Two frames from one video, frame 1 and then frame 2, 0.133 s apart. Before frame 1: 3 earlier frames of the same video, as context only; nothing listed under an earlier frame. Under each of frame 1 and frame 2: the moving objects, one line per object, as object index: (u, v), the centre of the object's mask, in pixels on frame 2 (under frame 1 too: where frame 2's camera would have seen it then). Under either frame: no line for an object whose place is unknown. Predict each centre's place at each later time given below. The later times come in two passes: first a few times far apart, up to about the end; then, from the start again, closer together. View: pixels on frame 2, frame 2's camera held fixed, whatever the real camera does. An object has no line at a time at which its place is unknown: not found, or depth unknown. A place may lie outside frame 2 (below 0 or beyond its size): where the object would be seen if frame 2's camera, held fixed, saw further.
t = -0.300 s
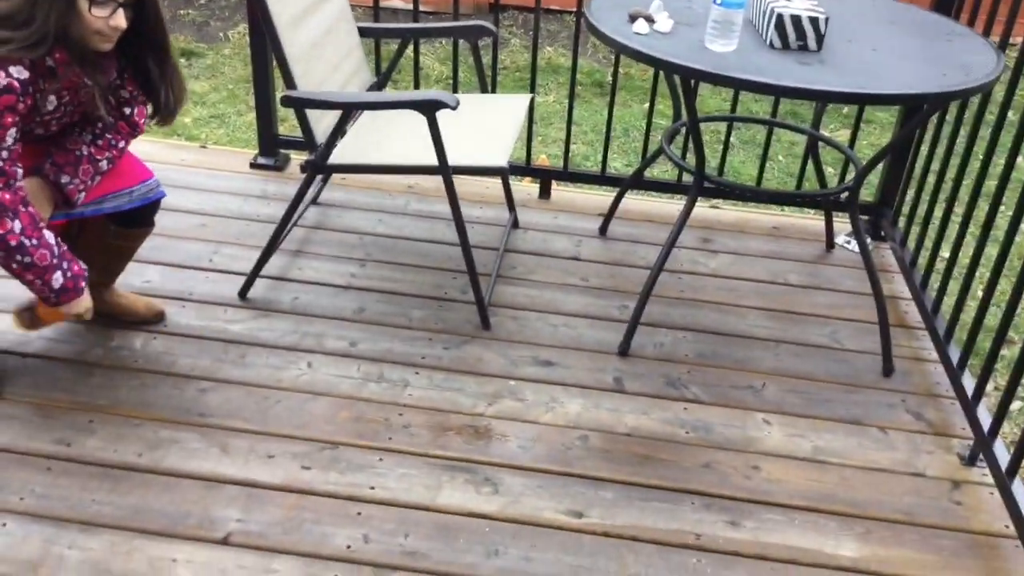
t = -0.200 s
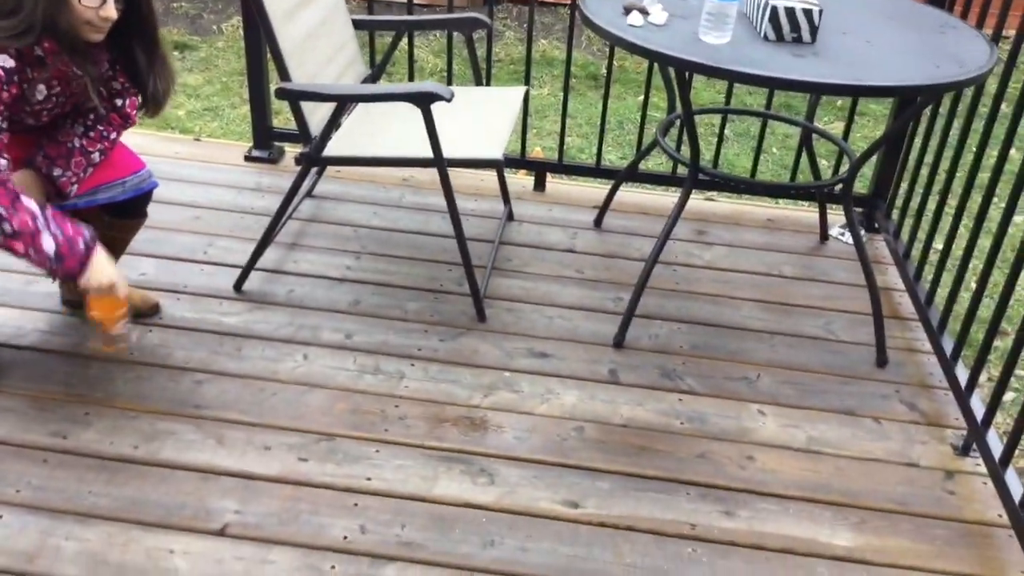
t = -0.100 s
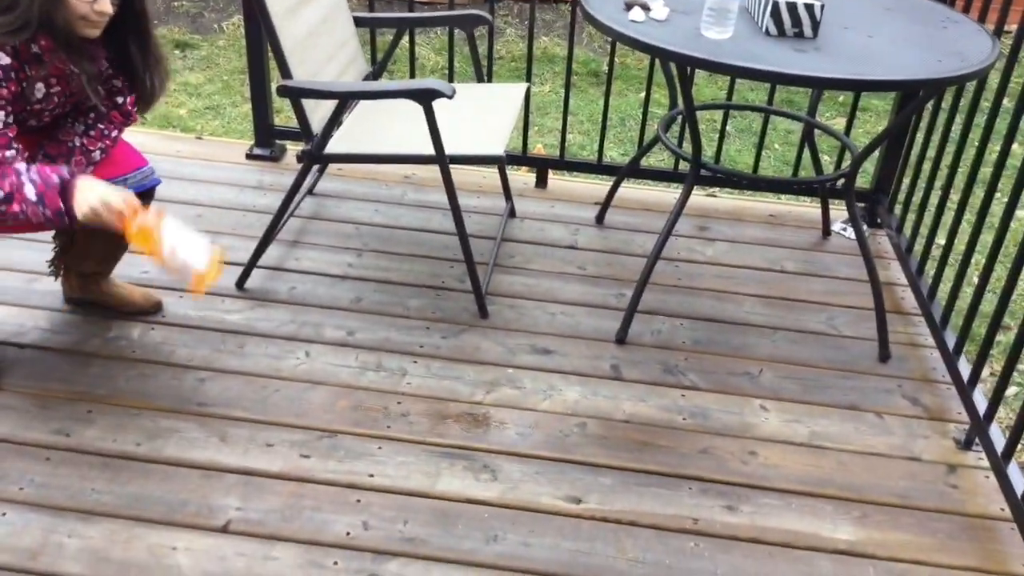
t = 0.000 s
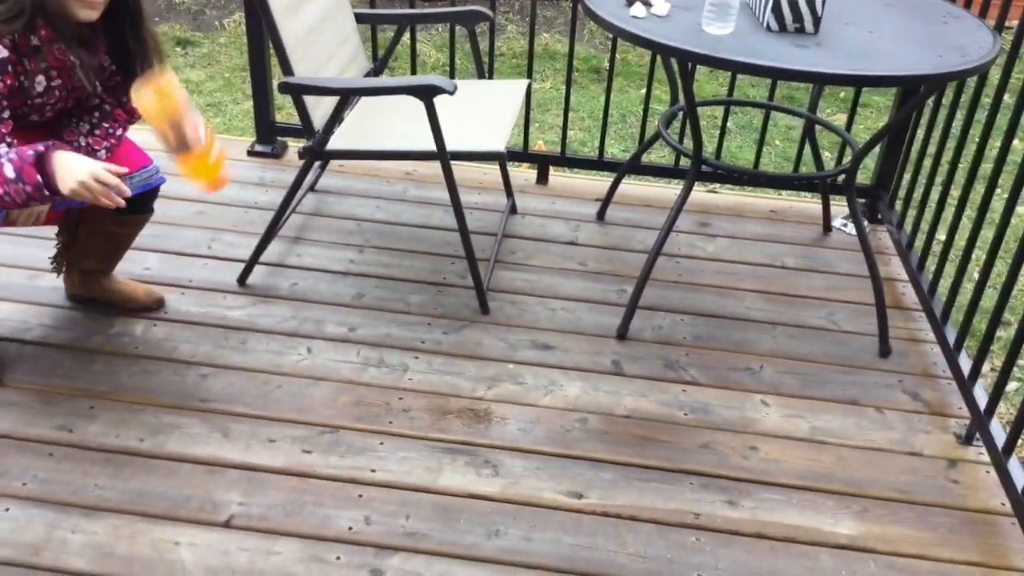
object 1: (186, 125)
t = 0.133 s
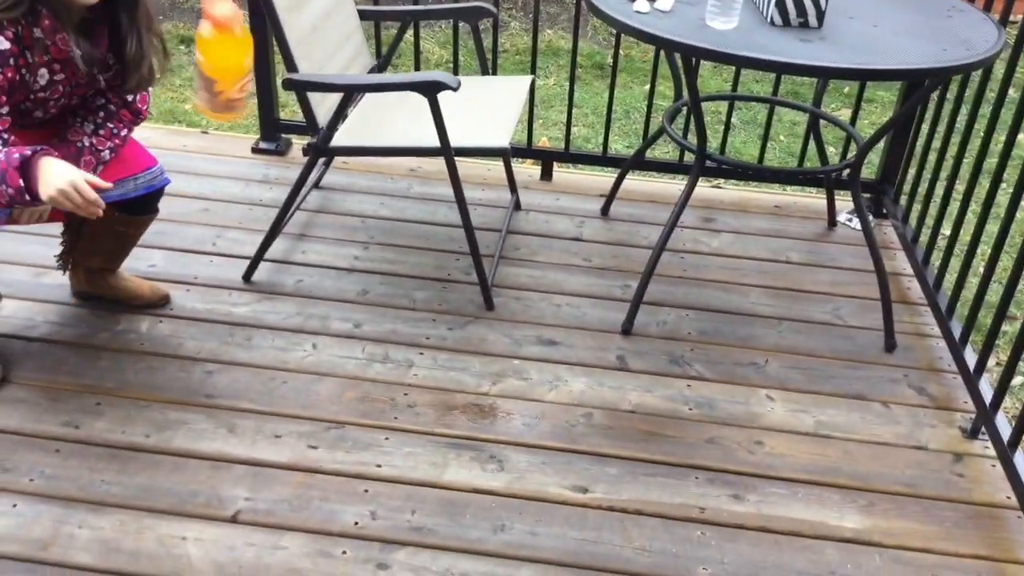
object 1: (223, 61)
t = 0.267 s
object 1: (283, 113)
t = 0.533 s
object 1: (403, 508)
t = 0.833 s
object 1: (487, 686)
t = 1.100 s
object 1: (519, 742)
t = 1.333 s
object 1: (535, 781)
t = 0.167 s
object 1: (236, 65)
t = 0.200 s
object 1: (248, 72)
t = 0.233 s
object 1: (264, 89)
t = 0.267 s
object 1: (283, 113)
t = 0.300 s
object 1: (299, 139)
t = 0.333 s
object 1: (310, 177)
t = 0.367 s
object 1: (325, 225)
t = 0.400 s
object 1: (343, 276)
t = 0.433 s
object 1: (359, 330)
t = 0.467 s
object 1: (374, 386)
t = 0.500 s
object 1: (395, 445)
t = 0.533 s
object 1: (403, 508)
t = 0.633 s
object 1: (425, 629)
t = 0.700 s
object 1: (453, 638)
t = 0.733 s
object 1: (468, 648)
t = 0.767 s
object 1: (477, 657)
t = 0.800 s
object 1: (483, 670)
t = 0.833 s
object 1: (487, 686)
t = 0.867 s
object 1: (491, 701)
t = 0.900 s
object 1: (492, 703)
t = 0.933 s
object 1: (500, 711)
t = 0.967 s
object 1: (508, 718)
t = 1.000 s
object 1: (511, 722)
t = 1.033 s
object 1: (514, 730)
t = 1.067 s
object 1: (515, 734)
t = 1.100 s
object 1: (519, 742)
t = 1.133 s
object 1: (523, 749)
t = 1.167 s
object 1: (524, 754)
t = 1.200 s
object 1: (525, 762)
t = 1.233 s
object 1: (529, 769)
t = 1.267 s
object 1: (531, 774)
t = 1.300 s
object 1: (533, 779)
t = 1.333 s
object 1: (535, 781)
